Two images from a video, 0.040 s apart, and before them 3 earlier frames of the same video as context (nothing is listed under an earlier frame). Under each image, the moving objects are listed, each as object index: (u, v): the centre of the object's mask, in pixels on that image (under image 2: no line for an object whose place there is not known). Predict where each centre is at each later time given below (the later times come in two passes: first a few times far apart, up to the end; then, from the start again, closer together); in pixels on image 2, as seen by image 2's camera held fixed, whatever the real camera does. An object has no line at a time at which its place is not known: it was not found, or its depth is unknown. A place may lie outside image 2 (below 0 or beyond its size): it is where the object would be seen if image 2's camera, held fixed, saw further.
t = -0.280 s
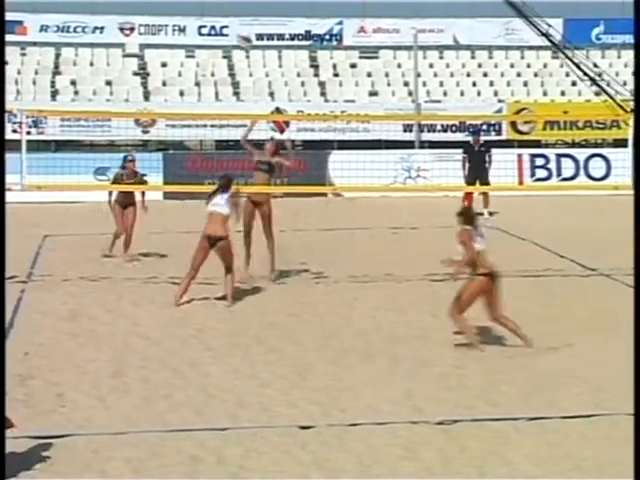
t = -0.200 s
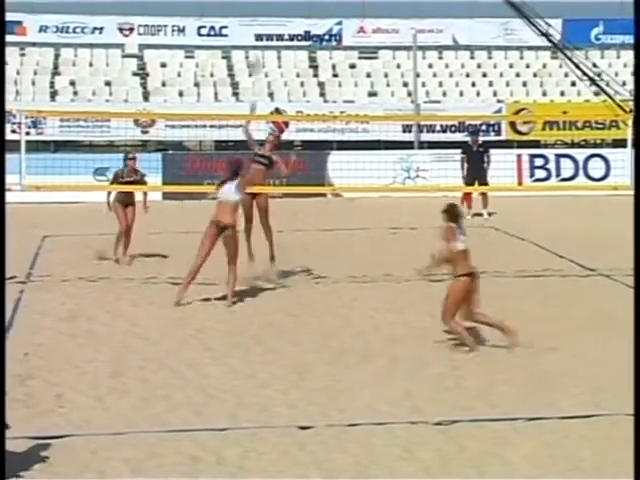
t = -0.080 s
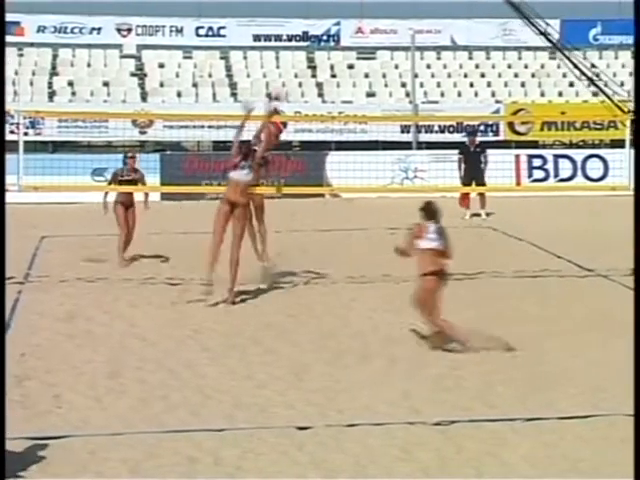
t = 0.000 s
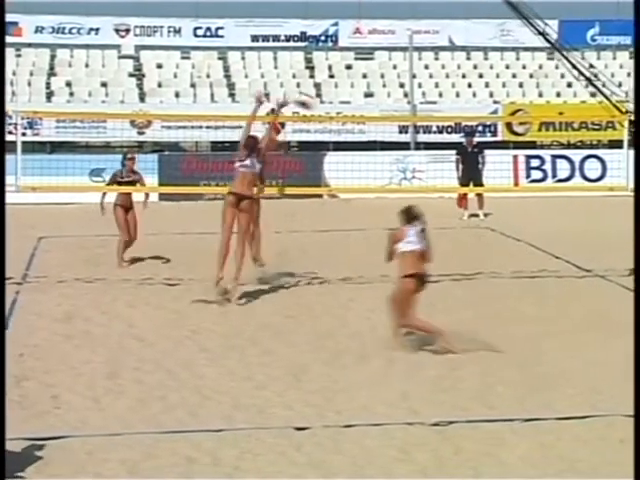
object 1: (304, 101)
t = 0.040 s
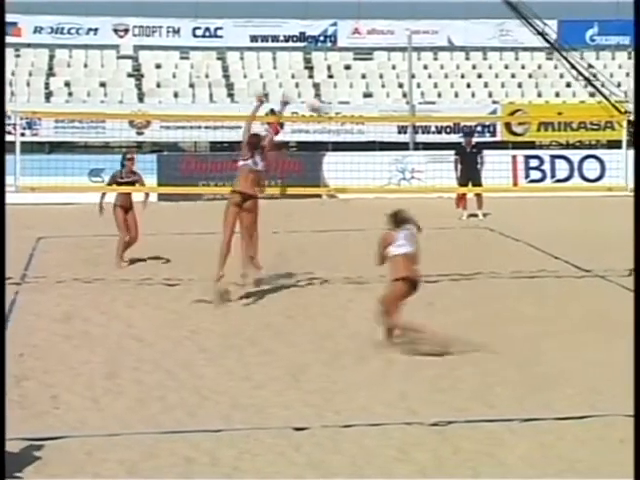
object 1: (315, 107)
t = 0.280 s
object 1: (418, 172)
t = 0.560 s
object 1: (547, 336)
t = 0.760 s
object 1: (620, 355)
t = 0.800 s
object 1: (630, 357)
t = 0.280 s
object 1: (418, 172)
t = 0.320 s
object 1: (434, 188)
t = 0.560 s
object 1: (547, 336)
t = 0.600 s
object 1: (570, 361)
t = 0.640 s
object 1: (583, 357)
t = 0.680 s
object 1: (593, 355)
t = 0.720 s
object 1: (609, 354)
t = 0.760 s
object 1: (620, 355)
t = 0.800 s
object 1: (630, 357)
